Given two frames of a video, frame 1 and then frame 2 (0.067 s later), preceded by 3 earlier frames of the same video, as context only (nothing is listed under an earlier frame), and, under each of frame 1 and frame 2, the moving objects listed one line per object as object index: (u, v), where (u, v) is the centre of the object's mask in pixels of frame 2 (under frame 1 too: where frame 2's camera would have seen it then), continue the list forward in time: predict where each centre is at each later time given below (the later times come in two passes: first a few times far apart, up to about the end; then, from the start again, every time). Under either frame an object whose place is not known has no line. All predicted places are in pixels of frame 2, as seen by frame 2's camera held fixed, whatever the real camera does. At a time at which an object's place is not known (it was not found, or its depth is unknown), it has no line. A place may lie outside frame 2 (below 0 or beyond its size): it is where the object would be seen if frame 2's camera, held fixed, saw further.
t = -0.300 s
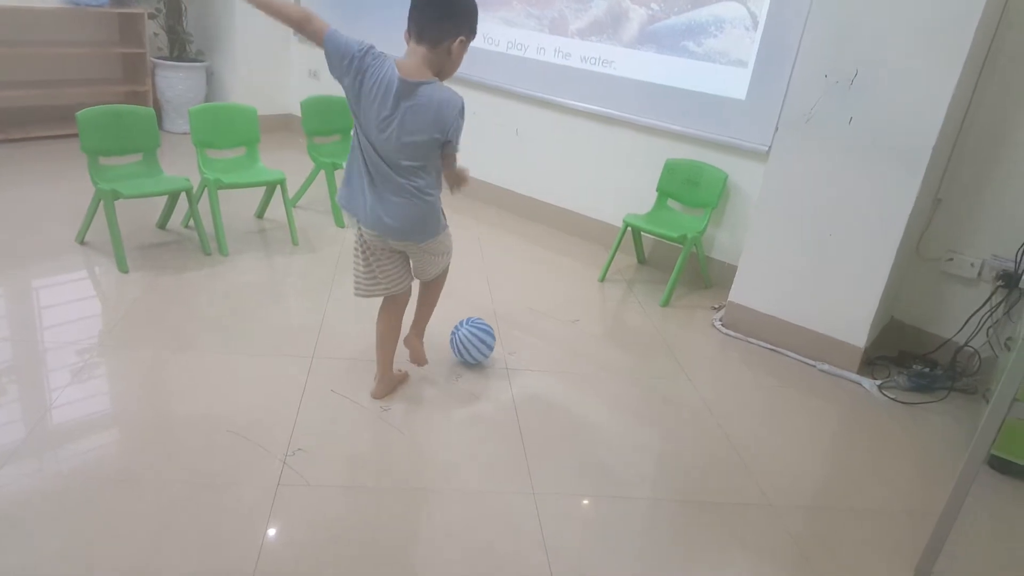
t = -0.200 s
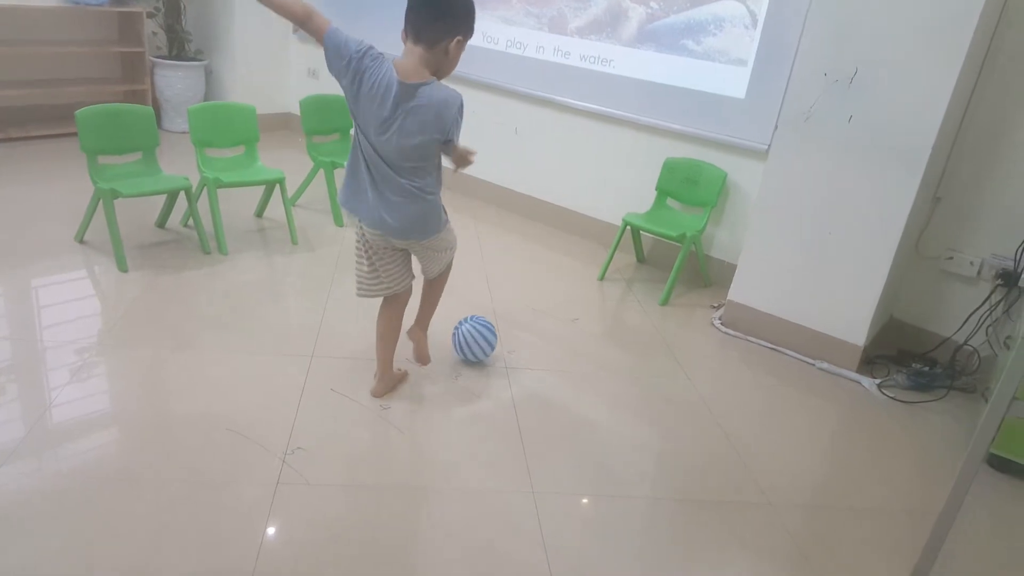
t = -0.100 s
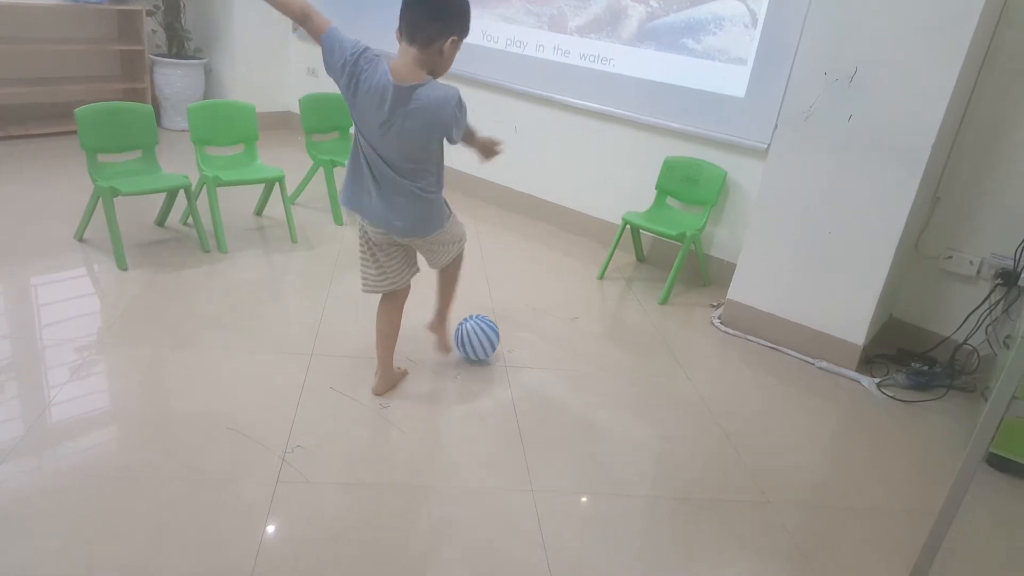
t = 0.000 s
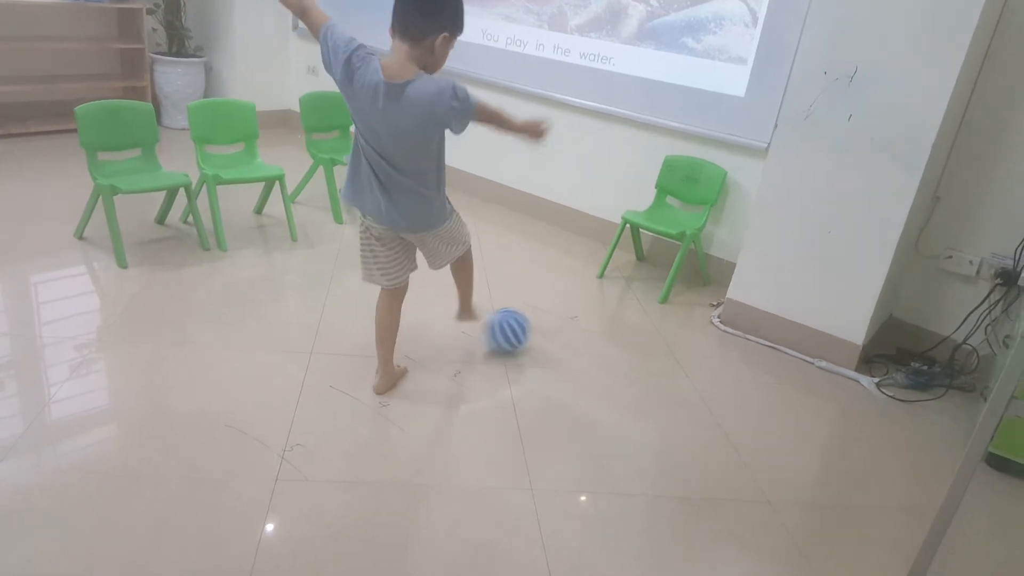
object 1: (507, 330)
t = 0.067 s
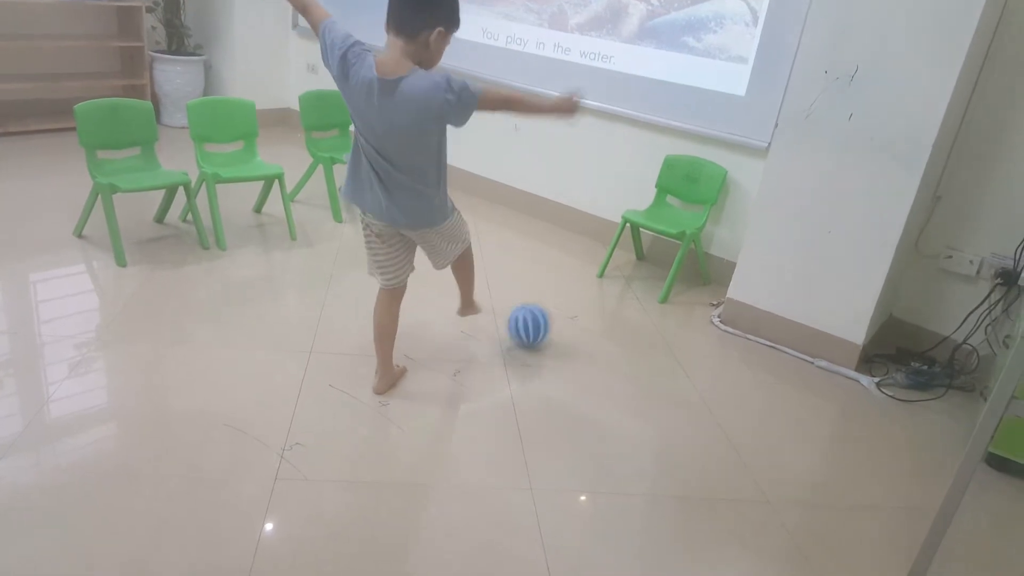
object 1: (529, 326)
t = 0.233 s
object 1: (573, 317)
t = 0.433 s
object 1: (616, 313)
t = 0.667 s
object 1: (659, 306)
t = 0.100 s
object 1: (539, 324)
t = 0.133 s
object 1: (548, 322)
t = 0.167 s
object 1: (557, 320)
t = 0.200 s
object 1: (566, 318)
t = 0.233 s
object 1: (573, 317)
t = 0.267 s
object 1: (581, 315)
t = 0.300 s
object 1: (588, 314)
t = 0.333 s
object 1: (596, 314)
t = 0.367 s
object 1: (603, 314)
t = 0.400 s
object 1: (610, 313)
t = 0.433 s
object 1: (616, 313)
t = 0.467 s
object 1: (622, 312)
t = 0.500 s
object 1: (628, 311)
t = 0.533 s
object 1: (633, 309)
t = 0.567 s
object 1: (639, 308)
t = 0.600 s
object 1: (646, 307)
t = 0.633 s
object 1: (653, 307)
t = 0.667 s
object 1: (659, 306)
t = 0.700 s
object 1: (665, 305)
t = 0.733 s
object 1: (671, 305)
